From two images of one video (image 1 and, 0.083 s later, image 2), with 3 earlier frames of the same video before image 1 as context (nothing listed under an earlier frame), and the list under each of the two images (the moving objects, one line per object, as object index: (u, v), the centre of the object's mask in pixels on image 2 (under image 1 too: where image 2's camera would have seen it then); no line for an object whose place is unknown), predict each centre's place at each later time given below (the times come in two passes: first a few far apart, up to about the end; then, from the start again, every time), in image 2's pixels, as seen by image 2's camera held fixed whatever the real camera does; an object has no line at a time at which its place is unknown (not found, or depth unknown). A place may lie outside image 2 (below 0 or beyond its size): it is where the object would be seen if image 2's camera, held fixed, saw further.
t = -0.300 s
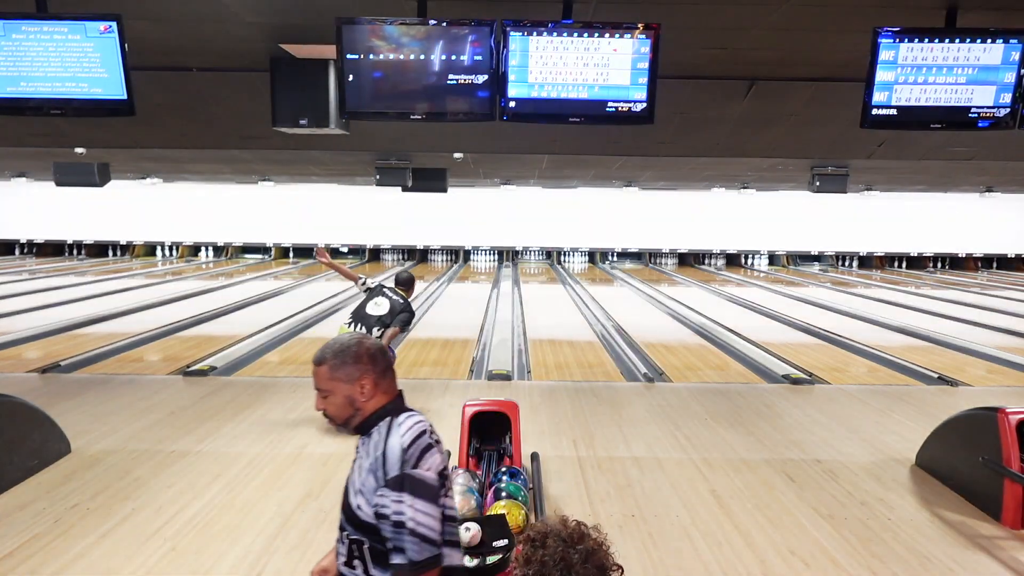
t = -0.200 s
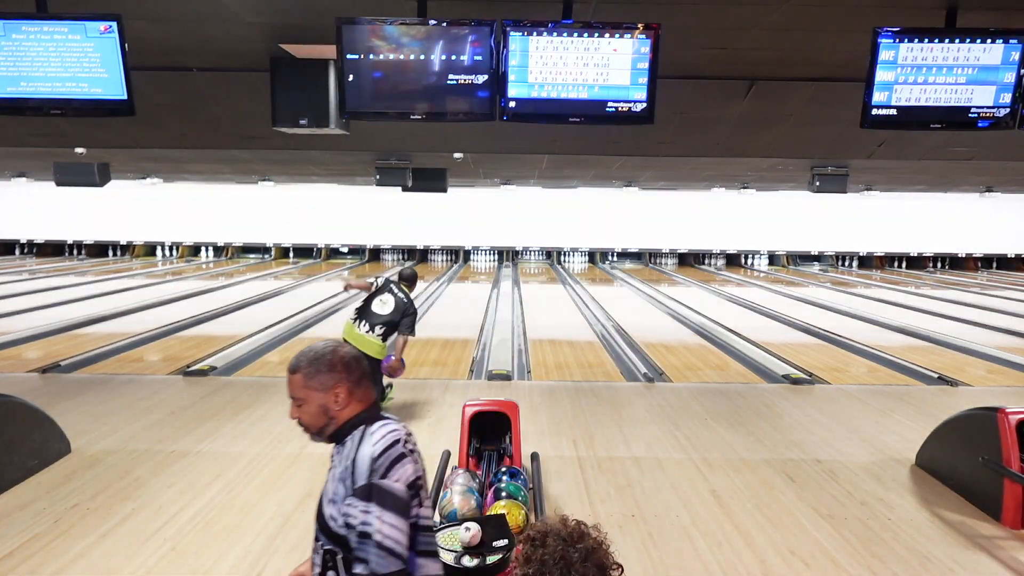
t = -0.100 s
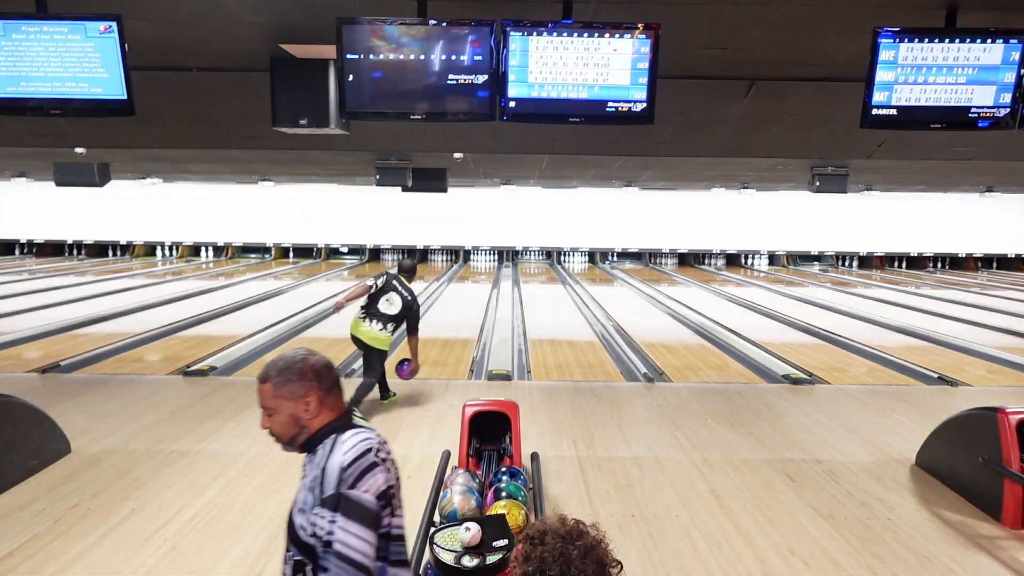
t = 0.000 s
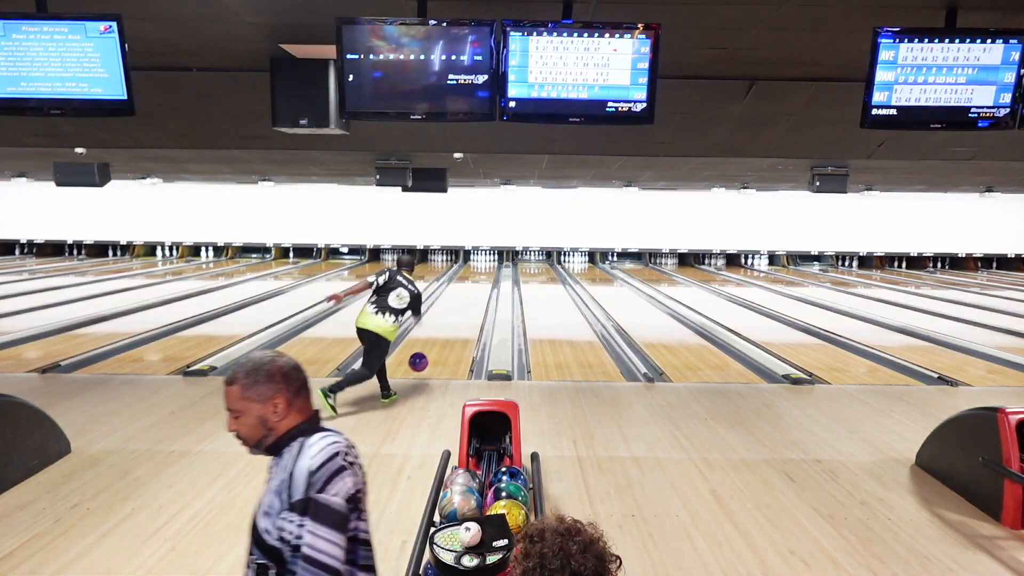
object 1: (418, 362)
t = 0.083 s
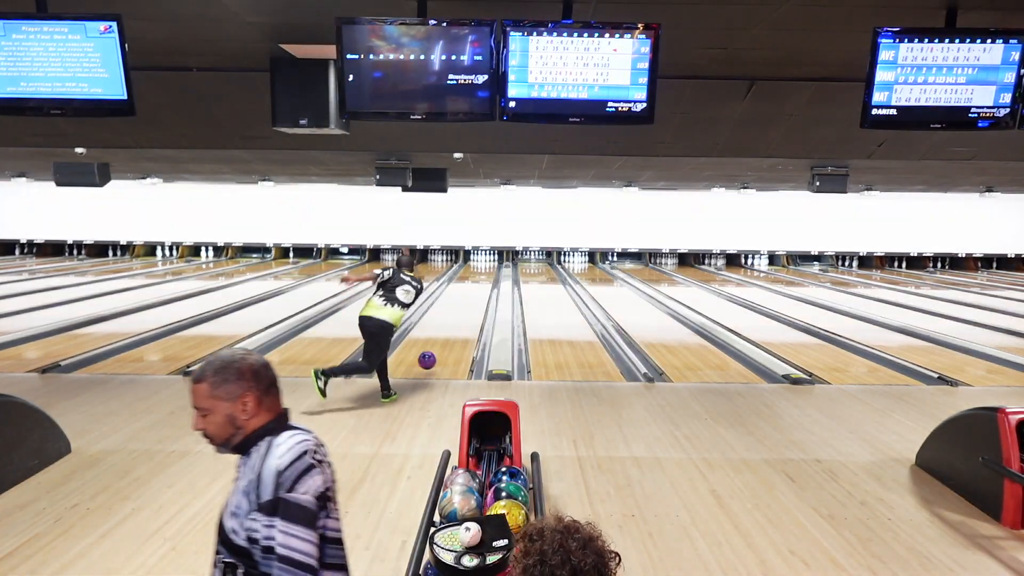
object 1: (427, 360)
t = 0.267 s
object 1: (441, 344)
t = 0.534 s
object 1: (457, 322)
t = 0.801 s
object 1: (467, 306)
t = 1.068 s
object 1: (475, 294)
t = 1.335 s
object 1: (481, 285)
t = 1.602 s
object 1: (485, 278)
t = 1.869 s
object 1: (487, 272)
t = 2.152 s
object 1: (489, 267)
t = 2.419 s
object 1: (489, 263)
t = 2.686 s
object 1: (487, 261)
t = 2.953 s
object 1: (487, 258)
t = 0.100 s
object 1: (428, 360)
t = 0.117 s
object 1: (430, 361)
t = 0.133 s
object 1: (431, 359)
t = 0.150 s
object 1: (433, 356)
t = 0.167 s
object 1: (434, 354)
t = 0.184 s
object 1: (435, 353)
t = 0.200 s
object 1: (437, 351)
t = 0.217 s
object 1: (438, 349)
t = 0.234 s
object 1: (439, 347)
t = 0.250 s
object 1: (440, 346)
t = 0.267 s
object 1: (441, 344)
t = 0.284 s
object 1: (443, 342)
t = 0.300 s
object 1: (444, 341)
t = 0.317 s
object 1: (445, 339)
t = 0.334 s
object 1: (446, 337)
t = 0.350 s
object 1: (447, 336)
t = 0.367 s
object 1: (448, 334)
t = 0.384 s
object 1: (449, 333)
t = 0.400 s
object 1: (450, 331)
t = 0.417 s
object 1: (451, 330)
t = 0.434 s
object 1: (451, 329)
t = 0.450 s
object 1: (452, 327)
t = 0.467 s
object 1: (453, 326)
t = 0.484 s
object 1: (454, 325)
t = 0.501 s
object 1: (455, 324)
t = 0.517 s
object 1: (456, 323)
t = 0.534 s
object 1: (457, 322)
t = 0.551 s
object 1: (457, 320)
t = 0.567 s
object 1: (458, 319)
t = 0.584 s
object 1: (459, 318)
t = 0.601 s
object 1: (460, 317)
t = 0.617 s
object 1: (460, 316)
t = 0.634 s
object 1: (461, 315)
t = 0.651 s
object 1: (462, 314)
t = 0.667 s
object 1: (462, 313)
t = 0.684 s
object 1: (463, 312)
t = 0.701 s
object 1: (464, 311)
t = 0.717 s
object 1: (464, 311)
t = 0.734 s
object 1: (465, 310)
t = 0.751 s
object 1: (465, 309)
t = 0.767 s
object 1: (466, 308)
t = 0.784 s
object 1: (467, 307)
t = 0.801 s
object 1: (467, 306)
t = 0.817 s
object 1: (468, 305)
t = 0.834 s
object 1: (468, 305)
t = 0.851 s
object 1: (469, 304)
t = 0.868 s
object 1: (469, 303)
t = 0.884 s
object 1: (470, 302)
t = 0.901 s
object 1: (470, 301)
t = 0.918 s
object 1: (471, 301)
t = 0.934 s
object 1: (471, 300)
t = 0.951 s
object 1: (472, 299)
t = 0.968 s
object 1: (472, 298)
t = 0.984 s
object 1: (473, 298)
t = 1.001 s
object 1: (473, 297)
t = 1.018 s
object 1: (474, 296)
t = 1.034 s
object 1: (474, 296)
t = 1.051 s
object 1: (474, 295)
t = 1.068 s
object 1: (475, 294)
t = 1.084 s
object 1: (475, 294)
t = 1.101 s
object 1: (476, 293)
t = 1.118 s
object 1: (476, 292)
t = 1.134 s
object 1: (476, 292)
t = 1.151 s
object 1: (477, 291)
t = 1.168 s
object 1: (477, 291)
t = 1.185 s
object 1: (478, 290)
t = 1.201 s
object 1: (478, 289)
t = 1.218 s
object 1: (478, 289)
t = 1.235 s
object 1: (479, 288)
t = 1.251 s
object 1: (479, 288)
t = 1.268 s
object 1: (479, 287)
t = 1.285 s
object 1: (479, 286)
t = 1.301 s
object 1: (480, 286)
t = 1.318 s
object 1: (480, 285)
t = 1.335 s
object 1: (481, 285)
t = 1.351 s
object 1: (481, 284)
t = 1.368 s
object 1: (481, 284)
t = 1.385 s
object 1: (481, 284)
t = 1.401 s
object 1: (482, 283)
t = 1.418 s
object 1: (482, 283)
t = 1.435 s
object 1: (482, 282)
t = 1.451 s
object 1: (482, 282)
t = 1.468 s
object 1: (483, 281)
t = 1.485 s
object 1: (483, 281)
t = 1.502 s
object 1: (483, 280)
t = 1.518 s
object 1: (483, 280)
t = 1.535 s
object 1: (484, 280)
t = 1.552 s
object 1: (484, 279)
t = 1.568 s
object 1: (484, 279)
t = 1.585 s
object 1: (484, 278)
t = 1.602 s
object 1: (485, 278)
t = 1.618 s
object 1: (485, 277)
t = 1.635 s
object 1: (485, 277)
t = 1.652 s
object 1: (485, 277)
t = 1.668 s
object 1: (485, 276)
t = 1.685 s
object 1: (486, 276)
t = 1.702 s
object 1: (486, 275)
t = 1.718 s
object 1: (486, 275)
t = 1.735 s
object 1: (486, 275)
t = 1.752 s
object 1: (486, 275)
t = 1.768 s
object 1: (486, 274)
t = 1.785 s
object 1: (487, 274)
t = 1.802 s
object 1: (487, 274)
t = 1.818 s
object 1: (487, 273)
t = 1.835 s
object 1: (487, 273)
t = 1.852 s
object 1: (487, 273)
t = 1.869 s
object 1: (487, 272)
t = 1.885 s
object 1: (487, 272)
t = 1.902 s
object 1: (488, 272)
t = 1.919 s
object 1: (488, 271)
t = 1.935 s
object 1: (488, 271)
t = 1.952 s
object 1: (488, 270)
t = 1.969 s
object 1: (488, 270)
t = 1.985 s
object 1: (488, 270)
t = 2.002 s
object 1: (488, 270)
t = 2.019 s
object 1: (488, 269)
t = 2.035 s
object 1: (488, 269)
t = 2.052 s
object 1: (488, 269)
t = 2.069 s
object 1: (489, 268)
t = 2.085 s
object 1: (489, 268)
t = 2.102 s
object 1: (489, 268)
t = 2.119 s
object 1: (489, 268)
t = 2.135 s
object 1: (489, 267)
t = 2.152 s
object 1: (489, 267)
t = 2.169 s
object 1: (489, 267)
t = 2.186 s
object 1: (489, 267)
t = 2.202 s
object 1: (489, 267)
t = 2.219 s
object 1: (489, 266)
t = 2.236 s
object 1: (489, 266)
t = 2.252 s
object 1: (489, 266)
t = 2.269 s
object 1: (489, 265)
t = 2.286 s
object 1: (489, 265)
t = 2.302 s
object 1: (489, 265)
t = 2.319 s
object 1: (489, 265)
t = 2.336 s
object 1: (489, 264)
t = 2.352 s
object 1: (489, 264)
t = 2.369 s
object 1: (489, 264)
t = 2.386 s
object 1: (489, 264)
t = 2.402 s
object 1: (489, 263)
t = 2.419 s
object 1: (489, 263)
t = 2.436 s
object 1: (489, 263)
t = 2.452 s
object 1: (489, 263)
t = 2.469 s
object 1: (488, 263)
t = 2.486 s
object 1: (488, 262)
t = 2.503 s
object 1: (488, 262)
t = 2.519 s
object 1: (488, 262)
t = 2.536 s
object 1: (488, 262)
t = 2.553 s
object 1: (488, 262)
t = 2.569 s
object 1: (488, 261)
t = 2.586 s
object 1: (488, 261)
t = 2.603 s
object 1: (488, 261)
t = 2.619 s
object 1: (488, 261)
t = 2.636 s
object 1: (488, 261)
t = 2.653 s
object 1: (488, 261)
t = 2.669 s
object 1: (488, 261)
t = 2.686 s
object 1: (487, 261)
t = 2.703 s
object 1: (487, 260)
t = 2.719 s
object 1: (487, 260)
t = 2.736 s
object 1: (487, 260)
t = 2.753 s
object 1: (487, 259)
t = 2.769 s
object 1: (487, 259)
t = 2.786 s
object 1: (487, 259)
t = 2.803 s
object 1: (487, 259)
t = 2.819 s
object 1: (487, 259)
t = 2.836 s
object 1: (487, 259)
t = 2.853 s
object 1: (487, 259)
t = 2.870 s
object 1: (487, 259)
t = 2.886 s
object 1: (487, 259)
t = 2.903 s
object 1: (487, 258)
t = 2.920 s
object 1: (487, 258)
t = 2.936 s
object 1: (488, 258)
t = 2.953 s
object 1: (487, 258)
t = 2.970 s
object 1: (487, 258)
